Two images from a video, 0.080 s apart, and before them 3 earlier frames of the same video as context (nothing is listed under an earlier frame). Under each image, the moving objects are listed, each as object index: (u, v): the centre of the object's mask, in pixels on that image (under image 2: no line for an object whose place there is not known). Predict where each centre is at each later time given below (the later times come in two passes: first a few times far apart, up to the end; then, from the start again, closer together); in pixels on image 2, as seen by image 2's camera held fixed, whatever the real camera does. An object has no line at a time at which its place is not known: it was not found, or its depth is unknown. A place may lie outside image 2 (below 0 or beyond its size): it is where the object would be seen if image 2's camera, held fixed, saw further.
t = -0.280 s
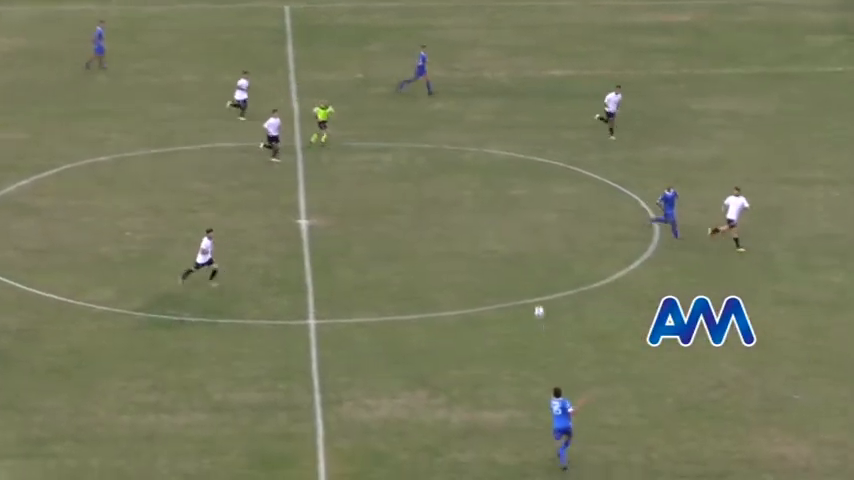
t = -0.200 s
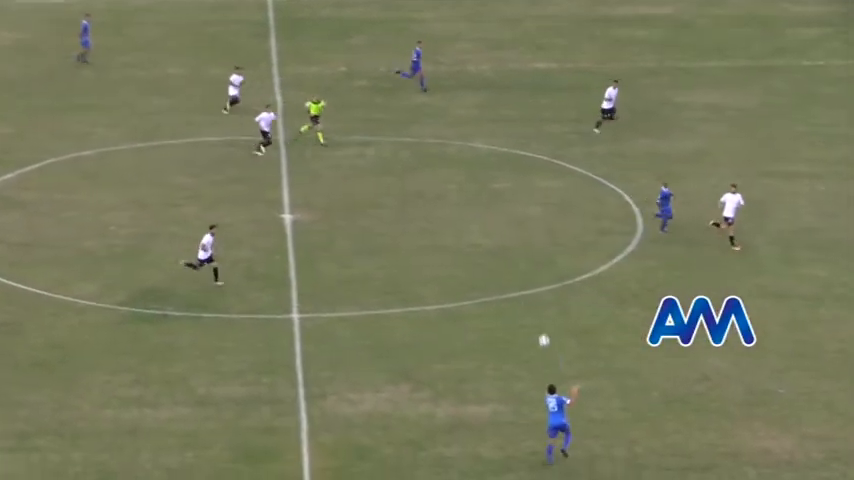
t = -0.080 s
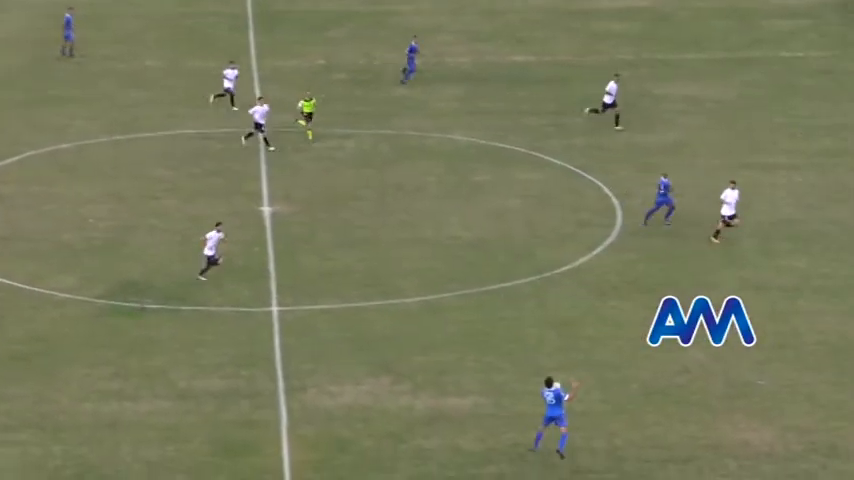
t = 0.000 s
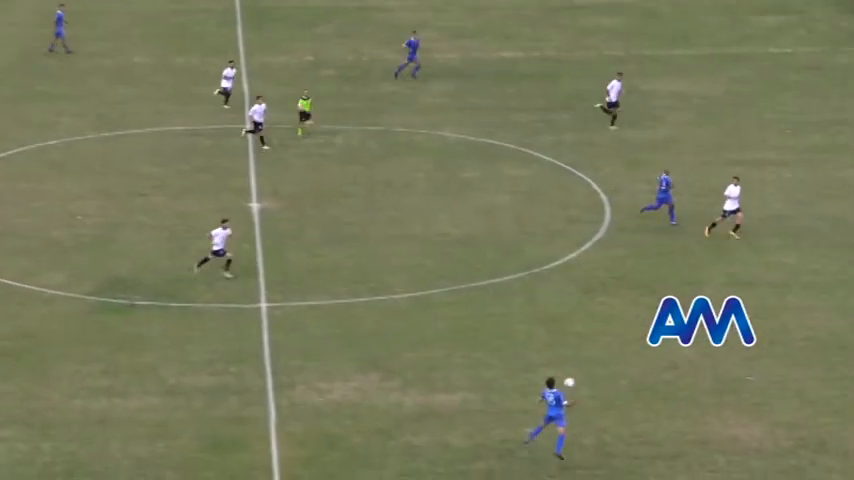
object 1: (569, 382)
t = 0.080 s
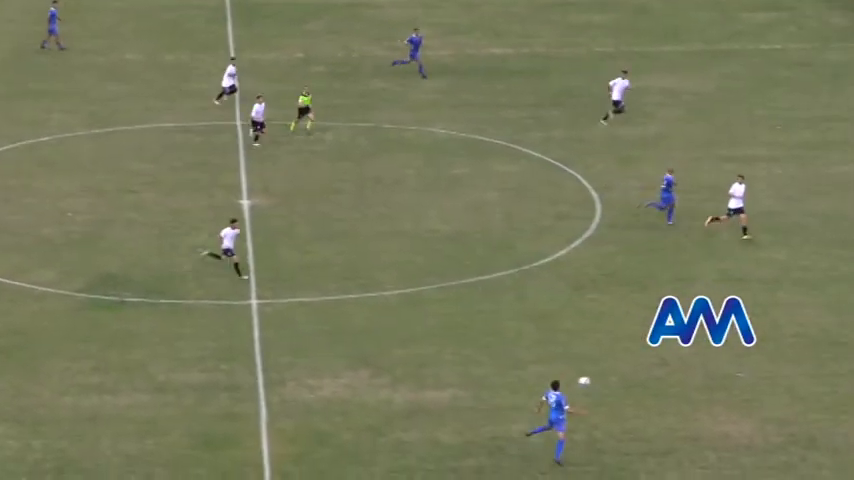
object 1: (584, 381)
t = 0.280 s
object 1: (647, 401)
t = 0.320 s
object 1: (659, 406)
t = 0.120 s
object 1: (595, 383)
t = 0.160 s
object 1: (609, 387)
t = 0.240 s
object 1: (634, 395)
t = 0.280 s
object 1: (647, 401)
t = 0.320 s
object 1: (659, 406)
